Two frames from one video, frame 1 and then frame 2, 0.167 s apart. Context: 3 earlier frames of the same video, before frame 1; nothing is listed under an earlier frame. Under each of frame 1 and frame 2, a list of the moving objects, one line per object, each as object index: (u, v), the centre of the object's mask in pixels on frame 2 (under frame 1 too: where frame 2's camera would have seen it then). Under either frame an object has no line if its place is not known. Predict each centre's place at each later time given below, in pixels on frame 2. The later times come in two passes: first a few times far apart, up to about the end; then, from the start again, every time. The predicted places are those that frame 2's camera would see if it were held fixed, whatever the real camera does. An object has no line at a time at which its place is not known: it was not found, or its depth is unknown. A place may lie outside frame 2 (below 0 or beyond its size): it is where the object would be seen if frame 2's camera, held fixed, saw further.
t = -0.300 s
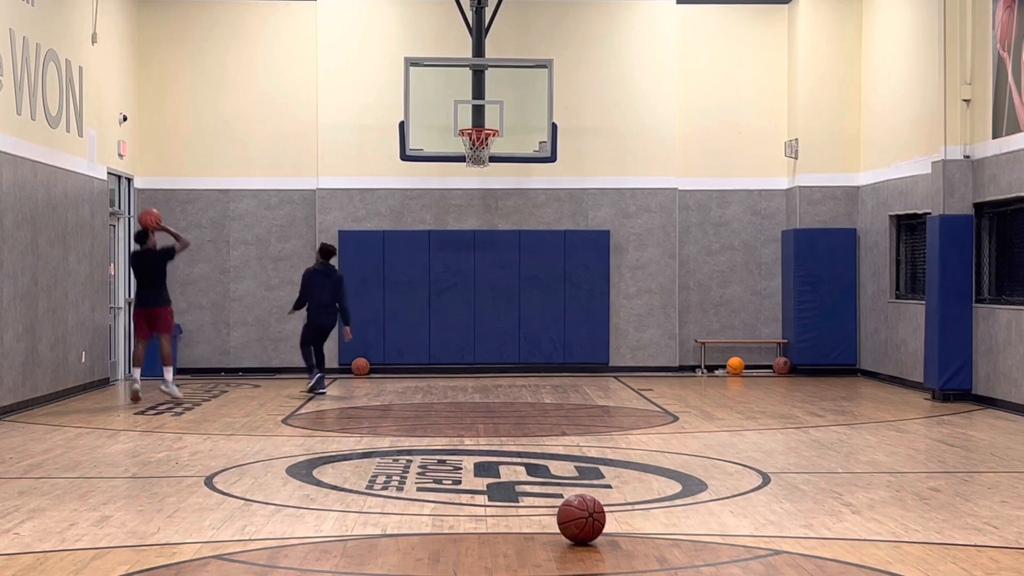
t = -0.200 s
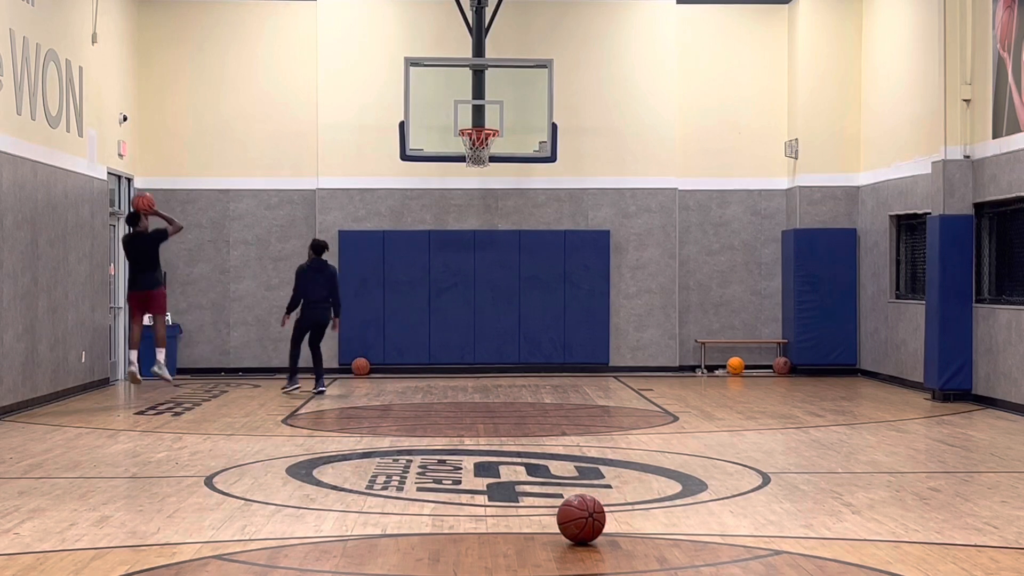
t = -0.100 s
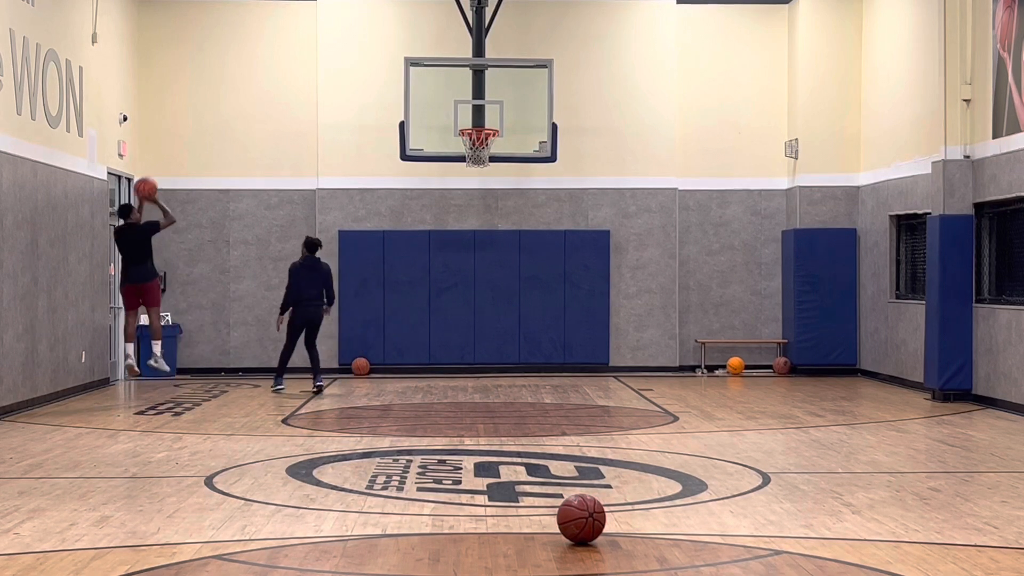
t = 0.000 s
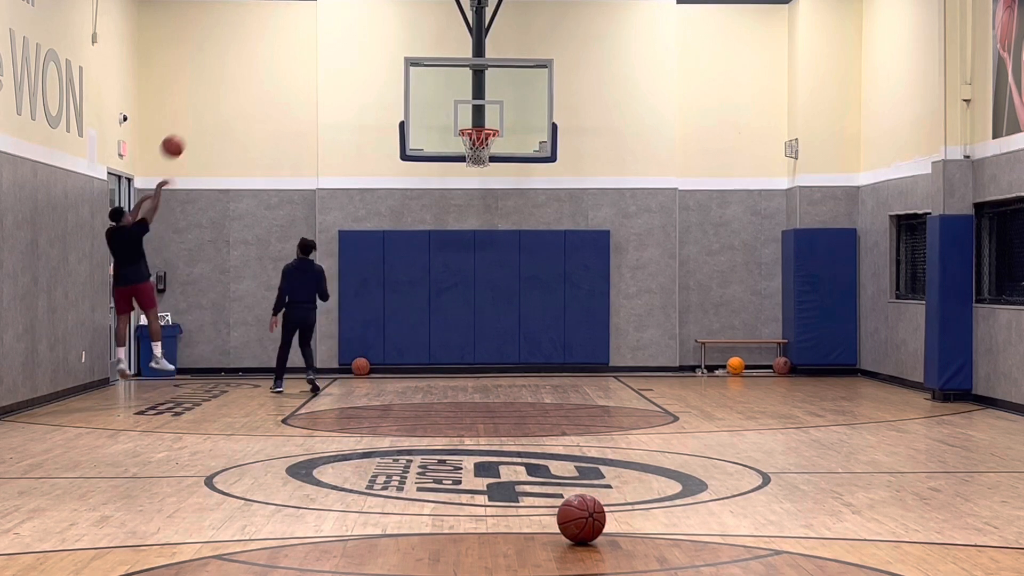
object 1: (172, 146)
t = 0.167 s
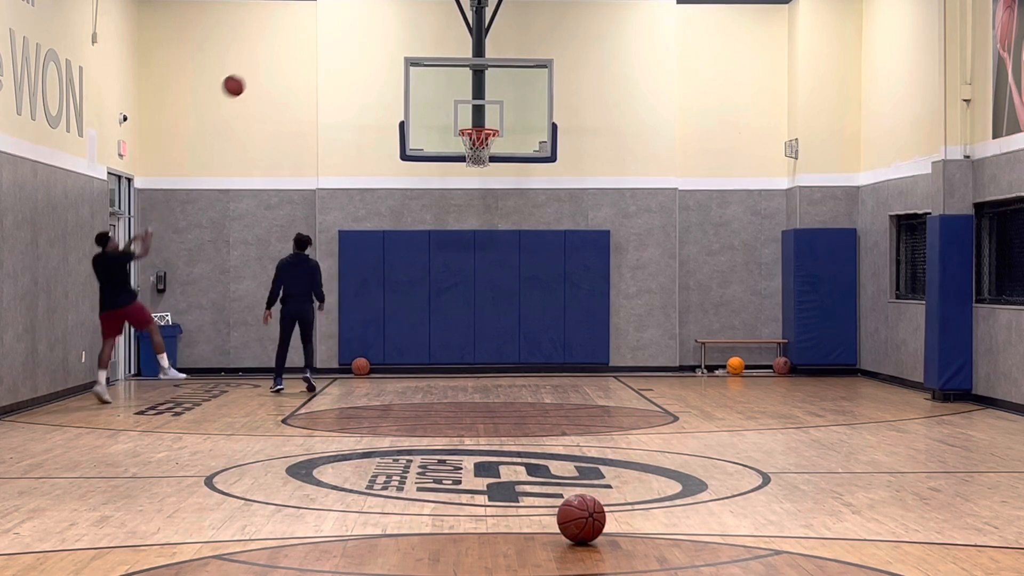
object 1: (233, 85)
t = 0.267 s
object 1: (268, 62)
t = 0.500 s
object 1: (346, 44)
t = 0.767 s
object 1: (428, 79)
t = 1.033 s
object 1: (495, 149)
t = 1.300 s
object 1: (495, 162)
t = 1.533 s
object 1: (494, 218)
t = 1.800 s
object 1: (494, 330)
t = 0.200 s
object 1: (245, 77)
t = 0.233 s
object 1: (257, 69)
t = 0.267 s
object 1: (268, 62)
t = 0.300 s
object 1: (280, 57)
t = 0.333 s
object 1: (291, 52)
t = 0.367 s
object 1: (302, 49)
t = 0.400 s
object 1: (313, 46)
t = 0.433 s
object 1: (324, 44)
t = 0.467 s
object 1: (335, 44)
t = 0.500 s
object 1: (346, 44)
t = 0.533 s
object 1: (356, 45)
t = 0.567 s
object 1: (367, 47)
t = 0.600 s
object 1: (378, 50)
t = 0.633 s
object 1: (388, 54)
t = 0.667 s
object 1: (399, 59)
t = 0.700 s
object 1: (408, 65)
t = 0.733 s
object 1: (418, 71)
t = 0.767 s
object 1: (428, 79)
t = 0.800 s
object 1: (438, 87)
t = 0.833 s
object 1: (448, 96)
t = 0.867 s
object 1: (457, 105)
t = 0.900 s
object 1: (467, 116)
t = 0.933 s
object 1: (477, 123)
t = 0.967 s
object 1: (485, 142)
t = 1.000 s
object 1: (494, 147)
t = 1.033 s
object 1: (495, 149)
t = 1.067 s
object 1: (495, 148)
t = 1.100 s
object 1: (496, 147)
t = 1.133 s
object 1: (497, 153)
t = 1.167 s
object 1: (497, 153)
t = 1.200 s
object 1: (497, 155)
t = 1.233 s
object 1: (496, 156)
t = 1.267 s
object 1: (496, 159)
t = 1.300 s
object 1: (495, 162)
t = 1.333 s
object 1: (494, 167)
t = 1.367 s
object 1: (494, 173)
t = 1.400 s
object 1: (494, 180)
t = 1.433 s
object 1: (494, 188)
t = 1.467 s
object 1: (494, 197)
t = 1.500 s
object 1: (494, 207)
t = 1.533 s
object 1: (494, 218)
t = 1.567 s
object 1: (494, 228)
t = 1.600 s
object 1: (494, 240)
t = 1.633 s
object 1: (494, 253)
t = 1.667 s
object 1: (494, 267)
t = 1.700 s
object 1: (494, 281)
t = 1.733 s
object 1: (494, 297)
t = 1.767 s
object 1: (494, 313)
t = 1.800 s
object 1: (494, 330)
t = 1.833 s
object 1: (494, 348)
